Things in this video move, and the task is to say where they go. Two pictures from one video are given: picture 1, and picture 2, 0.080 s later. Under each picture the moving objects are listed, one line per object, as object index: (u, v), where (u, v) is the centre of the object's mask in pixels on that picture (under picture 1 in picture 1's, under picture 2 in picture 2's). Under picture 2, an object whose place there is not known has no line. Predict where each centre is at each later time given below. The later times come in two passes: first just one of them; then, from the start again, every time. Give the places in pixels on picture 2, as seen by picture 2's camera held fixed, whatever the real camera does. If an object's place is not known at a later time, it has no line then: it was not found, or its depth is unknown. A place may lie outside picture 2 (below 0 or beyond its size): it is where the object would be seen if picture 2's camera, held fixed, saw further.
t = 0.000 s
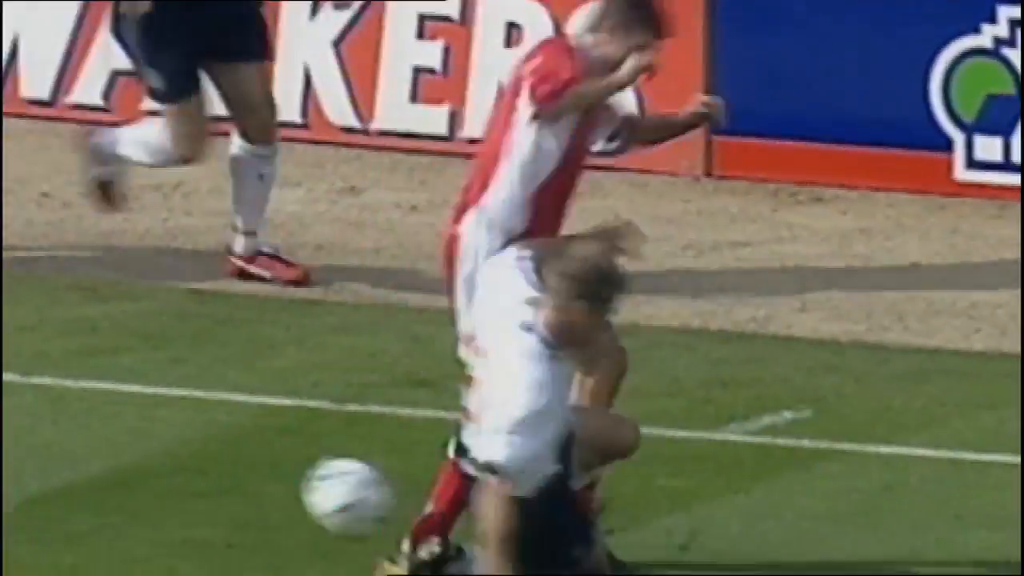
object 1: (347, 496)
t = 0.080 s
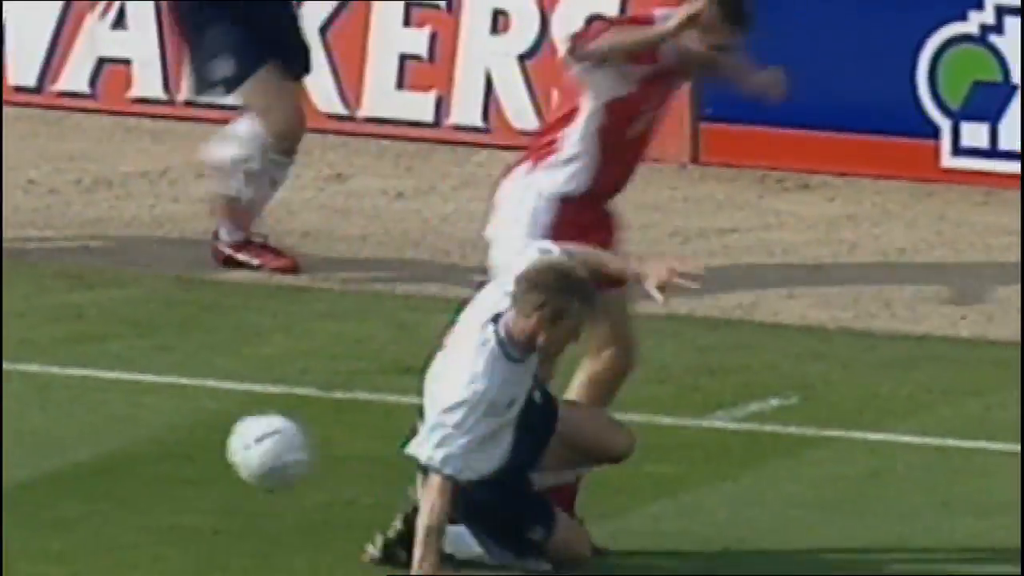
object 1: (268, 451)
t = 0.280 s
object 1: (105, 467)
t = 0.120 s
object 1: (234, 442)
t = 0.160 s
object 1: (202, 441)
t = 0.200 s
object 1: (170, 443)
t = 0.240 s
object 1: (137, 451)
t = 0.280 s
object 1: (105, 467)
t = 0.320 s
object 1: (73, 485)
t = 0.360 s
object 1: (41, 508)
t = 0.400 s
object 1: (12, 498)
